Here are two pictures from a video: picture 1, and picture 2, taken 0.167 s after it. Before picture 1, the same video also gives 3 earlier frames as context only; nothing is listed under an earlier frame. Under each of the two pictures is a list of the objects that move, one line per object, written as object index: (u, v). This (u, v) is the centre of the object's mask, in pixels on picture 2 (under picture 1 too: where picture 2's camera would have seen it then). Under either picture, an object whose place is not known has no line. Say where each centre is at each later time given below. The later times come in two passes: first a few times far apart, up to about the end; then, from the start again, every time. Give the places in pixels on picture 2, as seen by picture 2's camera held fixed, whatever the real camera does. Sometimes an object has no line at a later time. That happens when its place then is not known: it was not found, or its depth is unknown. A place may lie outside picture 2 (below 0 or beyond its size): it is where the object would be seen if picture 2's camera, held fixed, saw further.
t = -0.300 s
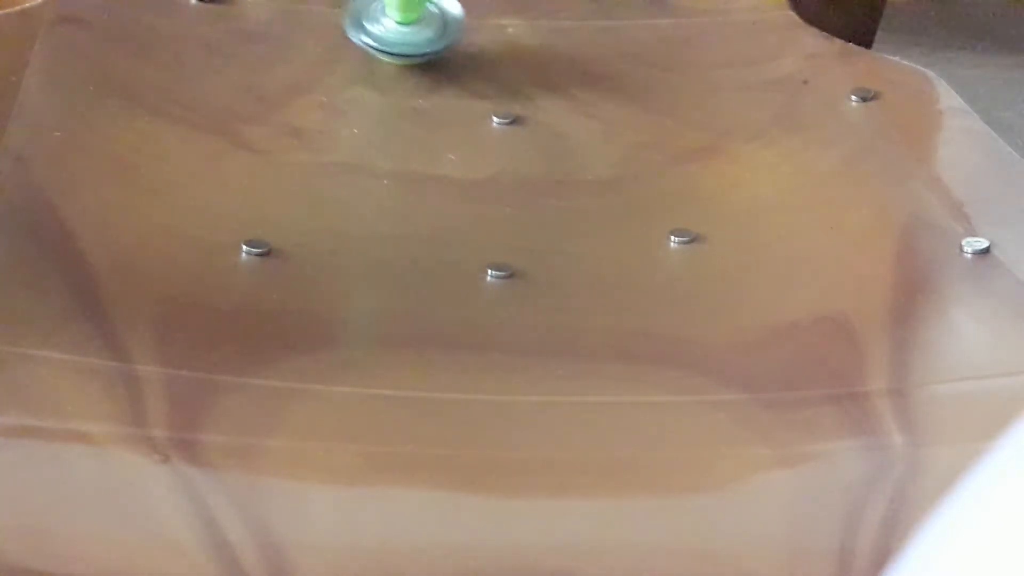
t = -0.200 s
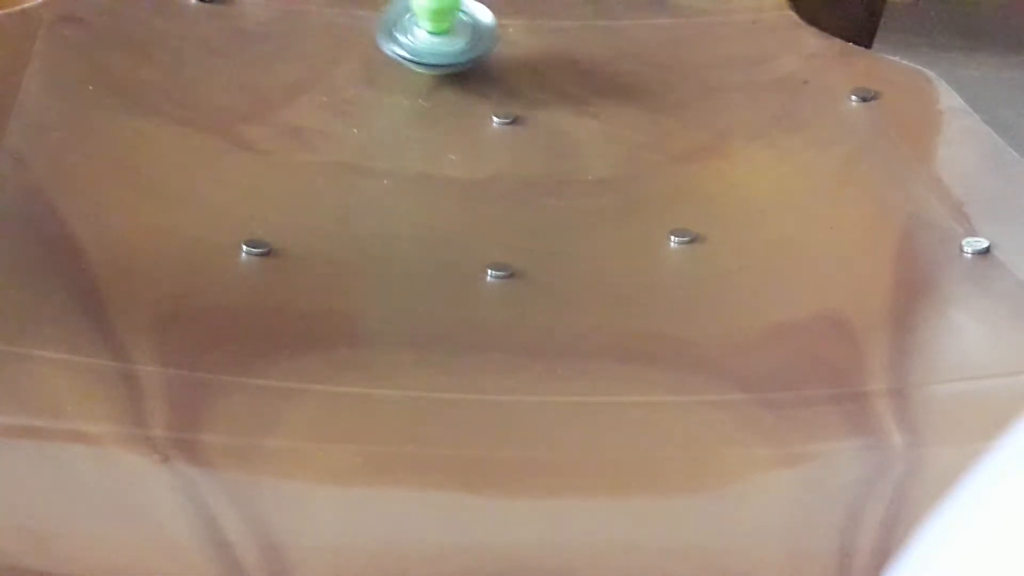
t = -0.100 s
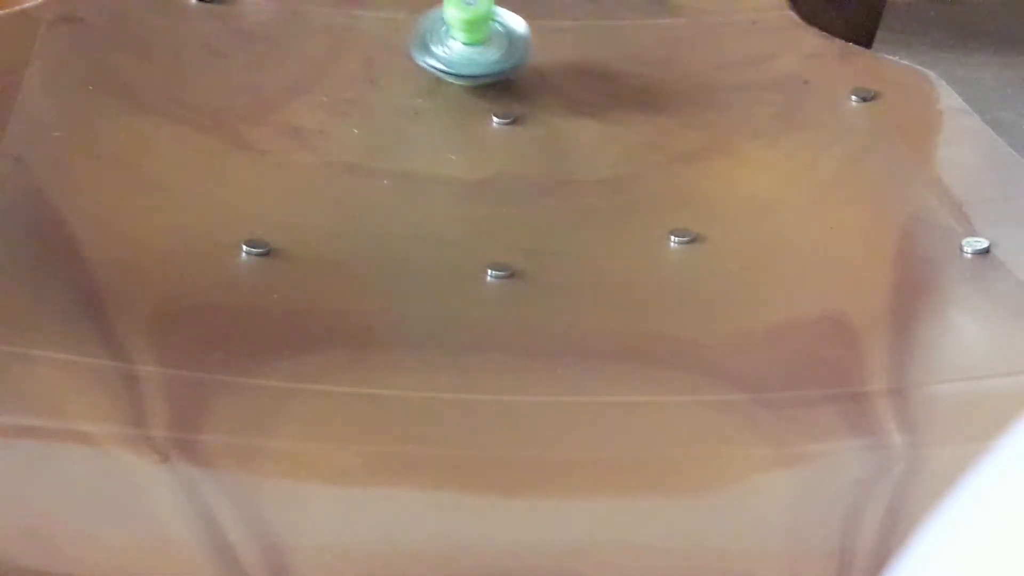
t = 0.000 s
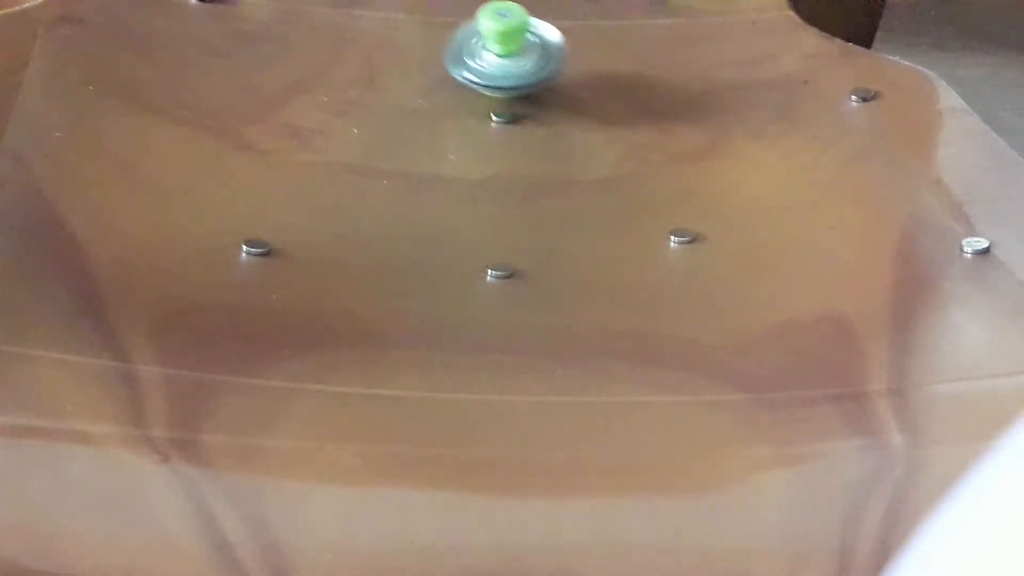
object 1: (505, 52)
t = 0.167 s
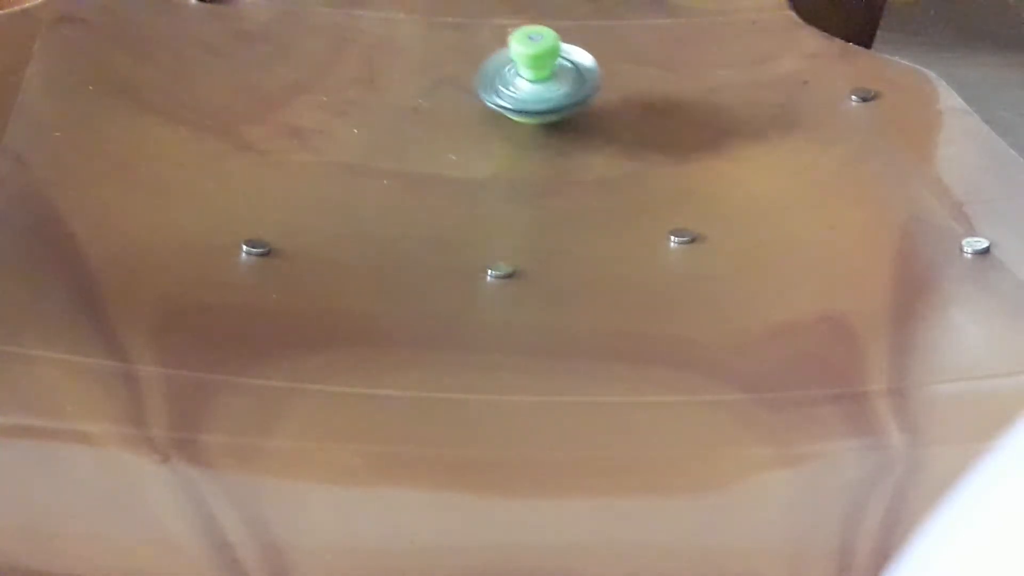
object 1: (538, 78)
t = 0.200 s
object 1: (547, 82)
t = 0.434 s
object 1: (598, 119)
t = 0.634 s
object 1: (628, 145)
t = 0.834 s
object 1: (645, 164)
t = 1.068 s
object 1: (640, 178)
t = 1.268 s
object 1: (620, 182)
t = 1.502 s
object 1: (582, 173)
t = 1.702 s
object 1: (544, 156)
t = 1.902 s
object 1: (503, 131)
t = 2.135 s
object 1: (459, 95)
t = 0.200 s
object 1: (547, 82)
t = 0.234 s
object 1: (555, 88)
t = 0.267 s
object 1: (563, 93)
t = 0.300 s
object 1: (571, 98)
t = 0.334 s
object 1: (578, 103)
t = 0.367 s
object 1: (586, 108)
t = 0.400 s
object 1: (592, 113)
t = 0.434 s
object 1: (598, 119)
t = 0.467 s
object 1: (604, 124)
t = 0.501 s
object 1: (609, 129)
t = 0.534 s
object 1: (615, 133)
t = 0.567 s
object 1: (619, 137)
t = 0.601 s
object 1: (623, 141)
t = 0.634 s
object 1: (628, 145)
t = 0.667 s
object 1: (632, 149)
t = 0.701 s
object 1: (635, 152)
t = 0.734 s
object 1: (638, 155)
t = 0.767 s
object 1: (641, 159)
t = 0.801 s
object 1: (643, 162)
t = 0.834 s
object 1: (645, 164)
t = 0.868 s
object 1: (645, 167)
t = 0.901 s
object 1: (646, 169)
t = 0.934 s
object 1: (646, 172)
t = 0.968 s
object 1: (645, 174)
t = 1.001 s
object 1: (644, 175)
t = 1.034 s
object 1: (642, 177)
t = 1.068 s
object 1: (640, 178)
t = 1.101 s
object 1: (638, 179)
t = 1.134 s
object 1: (635, 180)
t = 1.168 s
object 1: (632, 181)
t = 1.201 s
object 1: (628, 182)
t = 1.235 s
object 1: (624, 182)
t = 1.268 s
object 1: (620, 182)
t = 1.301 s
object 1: (615, 181)
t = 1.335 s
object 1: (610, 180)
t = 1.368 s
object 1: (605, 179)
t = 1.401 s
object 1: (599, 178)
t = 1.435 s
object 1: (594, 177)
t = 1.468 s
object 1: (588, 175)
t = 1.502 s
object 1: (582, 173)
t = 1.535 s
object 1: (577, 171)
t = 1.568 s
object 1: (571, 168)
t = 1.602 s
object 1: (564, 165)
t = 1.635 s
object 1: (558, 163)
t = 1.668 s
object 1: (552, 159)
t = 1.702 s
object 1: (544, 156)
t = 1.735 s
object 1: (537, 153)
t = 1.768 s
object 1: (530, 149)
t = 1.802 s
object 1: (524, 145)
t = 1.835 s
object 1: (517, 141)
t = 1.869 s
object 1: (510, 136)
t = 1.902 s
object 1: (503, 131)
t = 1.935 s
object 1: (496, 127)
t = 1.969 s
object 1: (488, 121)
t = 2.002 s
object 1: (482, 116)
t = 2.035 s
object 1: (475, 111)
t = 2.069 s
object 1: (470, 106)
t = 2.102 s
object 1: (464, 101)
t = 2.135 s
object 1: (459, 95)
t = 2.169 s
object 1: (454, 90)
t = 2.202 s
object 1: (449, 85)
